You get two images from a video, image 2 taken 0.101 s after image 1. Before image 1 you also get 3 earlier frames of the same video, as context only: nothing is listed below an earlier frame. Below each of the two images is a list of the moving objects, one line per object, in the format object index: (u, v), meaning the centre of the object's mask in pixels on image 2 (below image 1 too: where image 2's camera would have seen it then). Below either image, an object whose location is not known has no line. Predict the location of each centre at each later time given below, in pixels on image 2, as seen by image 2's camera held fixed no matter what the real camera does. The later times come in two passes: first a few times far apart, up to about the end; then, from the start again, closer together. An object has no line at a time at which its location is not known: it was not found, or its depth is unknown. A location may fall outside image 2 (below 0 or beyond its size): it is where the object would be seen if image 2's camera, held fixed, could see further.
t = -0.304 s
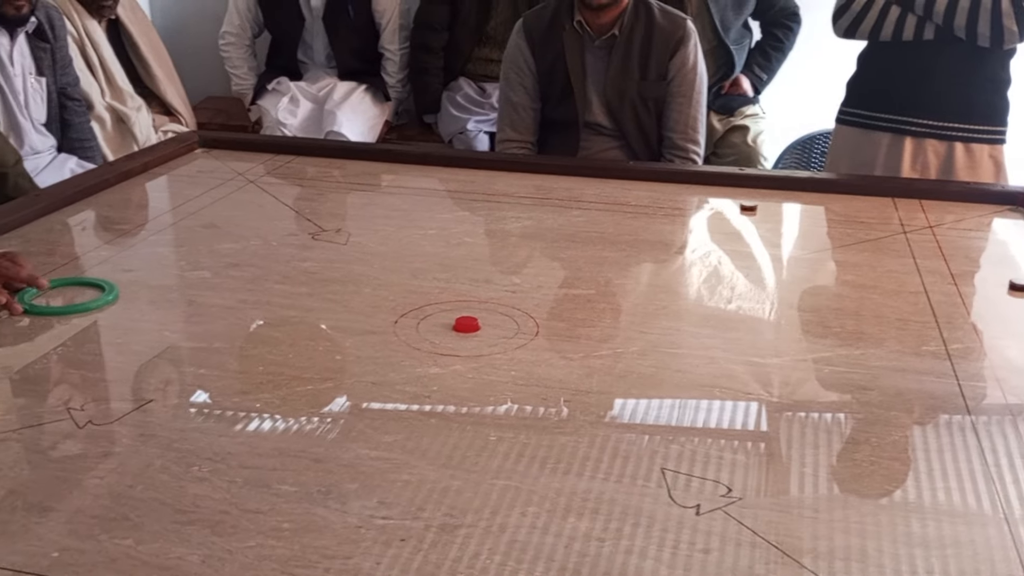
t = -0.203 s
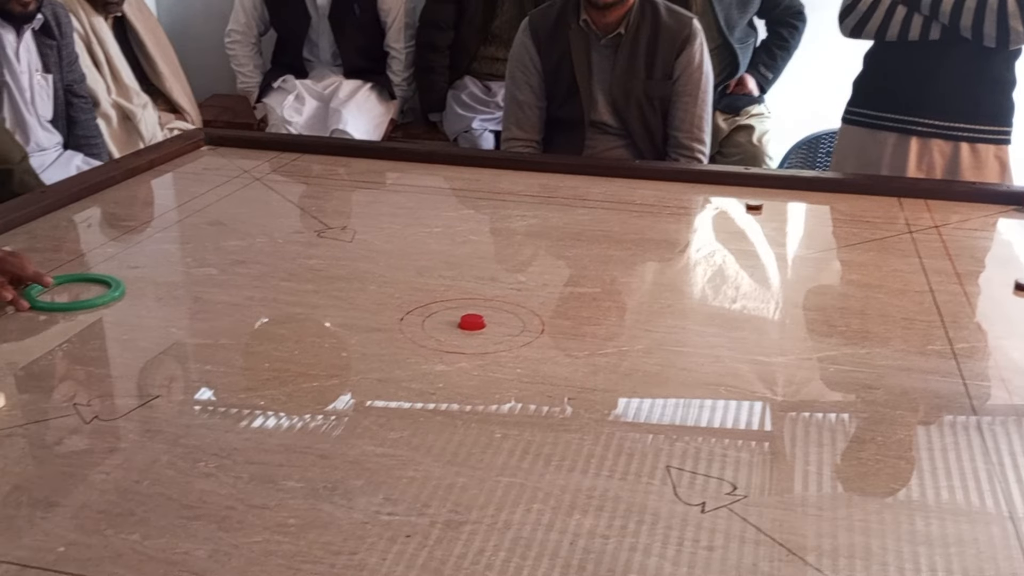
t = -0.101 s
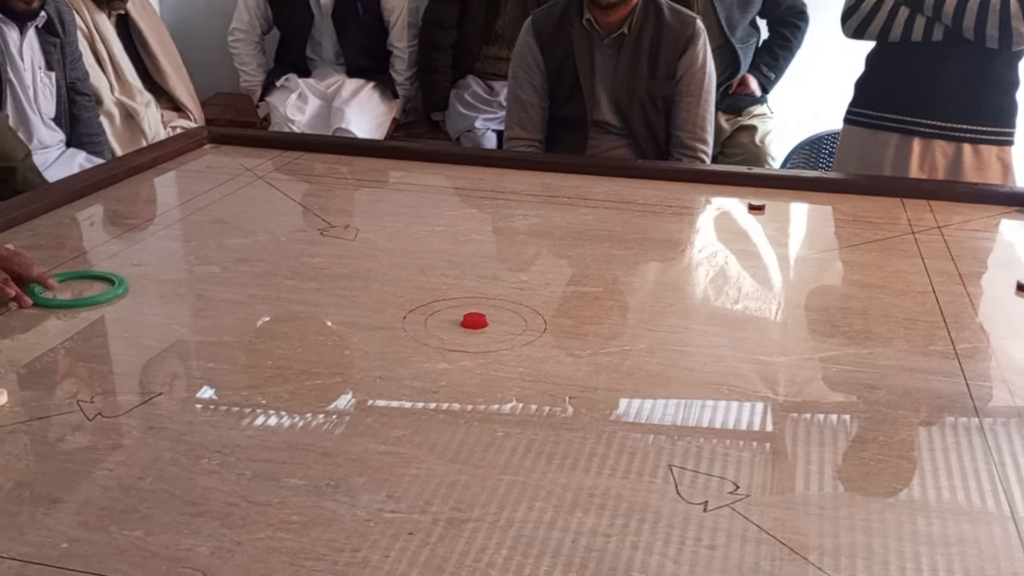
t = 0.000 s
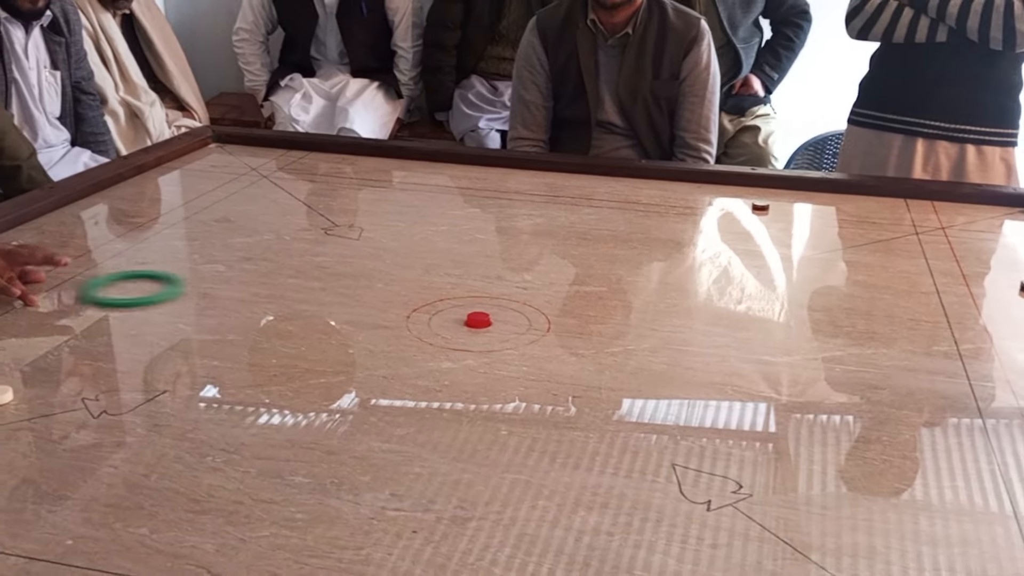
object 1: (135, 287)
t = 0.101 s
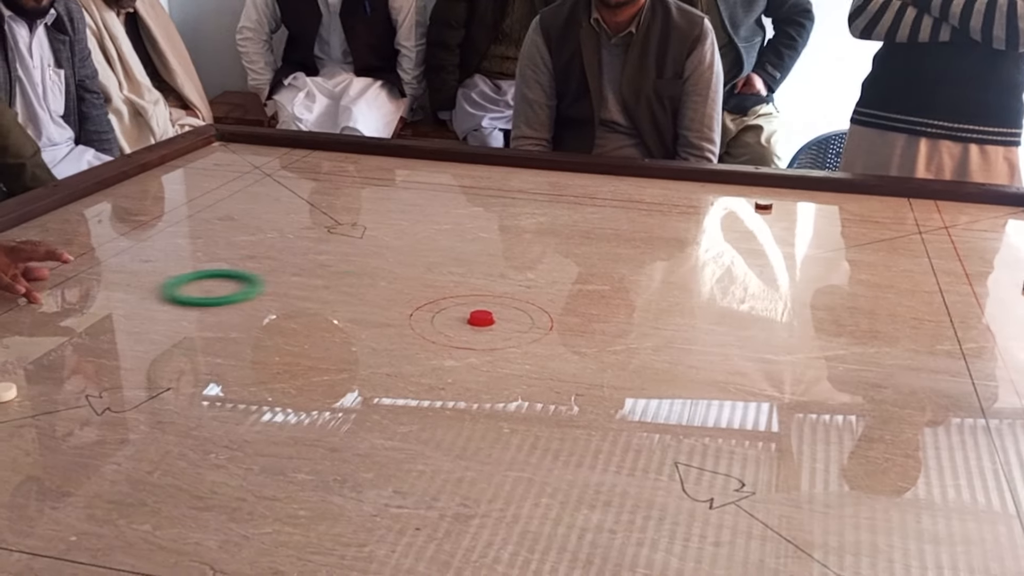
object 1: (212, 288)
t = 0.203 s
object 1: (286, 289)
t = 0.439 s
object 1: (455, 293)
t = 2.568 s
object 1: (569, 237)
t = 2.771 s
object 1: (510, 228)
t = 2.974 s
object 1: (455, 221)
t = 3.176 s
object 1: (403, 213)
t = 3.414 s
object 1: (349, 205)
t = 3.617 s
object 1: (307, 198)
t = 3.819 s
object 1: (268, 192)
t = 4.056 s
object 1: (225, 185)
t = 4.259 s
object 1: (191, 180)
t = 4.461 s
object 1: (182, 177)
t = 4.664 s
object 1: (210, 179)
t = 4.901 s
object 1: (243, 182)
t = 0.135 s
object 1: (237, 289)
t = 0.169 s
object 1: (261, 289)
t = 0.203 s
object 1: (286, 289)
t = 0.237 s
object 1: (311, 290)
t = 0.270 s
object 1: (335, 290)
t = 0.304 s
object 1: (359, 291)
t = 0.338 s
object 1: (383, 291)
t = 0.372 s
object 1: (407, 292)
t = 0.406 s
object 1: (431, 292)
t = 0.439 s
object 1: (455, 293)
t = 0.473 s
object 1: (478, 293)
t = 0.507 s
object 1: (502, 293)
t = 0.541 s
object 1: (525, 294)
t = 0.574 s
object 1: (548, 294)
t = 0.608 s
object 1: (571, 295)
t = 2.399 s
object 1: (622, 244)
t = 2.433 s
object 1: (612, 243)
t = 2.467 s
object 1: (601, 241)
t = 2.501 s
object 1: (590, 240)
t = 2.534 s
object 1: (580, 238)
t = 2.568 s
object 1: (569, 237)
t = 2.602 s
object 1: (559, 236)
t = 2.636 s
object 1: (549, 234)
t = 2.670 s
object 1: (539, 232)
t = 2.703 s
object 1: (529, 231)
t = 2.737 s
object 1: (519, 230)
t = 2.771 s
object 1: (510, 228)
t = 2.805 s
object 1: (500, 227)
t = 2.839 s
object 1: (490, 226)
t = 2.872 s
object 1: (481, 224)
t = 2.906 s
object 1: (472, 223)
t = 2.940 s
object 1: (463, 222)
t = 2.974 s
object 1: (455, 221)
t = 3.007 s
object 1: (446, 219)
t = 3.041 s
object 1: (437, 218)
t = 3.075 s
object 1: (428, 217)
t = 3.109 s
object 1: (420, 216)
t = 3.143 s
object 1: (412, 214)
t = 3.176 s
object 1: (403, 213)
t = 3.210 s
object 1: (396, 212)
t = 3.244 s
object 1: (387, 211)
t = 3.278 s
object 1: (380, 210)
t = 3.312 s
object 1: (372, 208)
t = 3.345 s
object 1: (364, 207)
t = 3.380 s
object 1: (356, 206)
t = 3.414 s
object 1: (349, 205)
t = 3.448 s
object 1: (342, 204)
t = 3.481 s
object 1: (335, 203)
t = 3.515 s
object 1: (328, 202)
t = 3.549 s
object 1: (321, 200)
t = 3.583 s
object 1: (314, 199)
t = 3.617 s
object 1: (307, 198)
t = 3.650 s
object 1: (301, 197)
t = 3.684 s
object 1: (294, 196)
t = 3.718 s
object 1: (287, 195)
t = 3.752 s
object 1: (280, 194)
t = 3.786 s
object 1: (275, 193)
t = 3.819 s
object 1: (268, 192)
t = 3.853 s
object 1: (261, 191)
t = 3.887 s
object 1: (256, 190)
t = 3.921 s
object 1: (249, 189)
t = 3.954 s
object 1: (244, 188)
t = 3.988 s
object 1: (237, 187)
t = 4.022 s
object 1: (231, 186)
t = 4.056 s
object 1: (225, 185)
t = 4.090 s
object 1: (220, 184)
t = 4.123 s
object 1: (214, 183)
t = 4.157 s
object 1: (208, 183)
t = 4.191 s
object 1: (203, 182)
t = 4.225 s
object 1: (197, 181)
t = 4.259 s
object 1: (191, 180)
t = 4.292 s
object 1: (186, 179)
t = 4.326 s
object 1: (181, 178)
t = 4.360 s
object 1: (175, 177)
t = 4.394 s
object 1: (173, 177)
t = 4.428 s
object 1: (178, 177)
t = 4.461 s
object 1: (182, 177)
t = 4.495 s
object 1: (187, 178)
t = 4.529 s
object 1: (192, 178)
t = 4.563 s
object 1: (196, 178)
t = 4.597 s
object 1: (201, 179)
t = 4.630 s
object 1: (206, 179)
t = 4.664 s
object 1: (210, 179)
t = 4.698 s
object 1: (215, 179)
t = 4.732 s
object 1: (221, 180)
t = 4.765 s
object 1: (226, 180)
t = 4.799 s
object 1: (230, 180)
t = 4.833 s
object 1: (234, 181)
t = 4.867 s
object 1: (239, 181)
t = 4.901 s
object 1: (243, 182)
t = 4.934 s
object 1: (248, 182)
